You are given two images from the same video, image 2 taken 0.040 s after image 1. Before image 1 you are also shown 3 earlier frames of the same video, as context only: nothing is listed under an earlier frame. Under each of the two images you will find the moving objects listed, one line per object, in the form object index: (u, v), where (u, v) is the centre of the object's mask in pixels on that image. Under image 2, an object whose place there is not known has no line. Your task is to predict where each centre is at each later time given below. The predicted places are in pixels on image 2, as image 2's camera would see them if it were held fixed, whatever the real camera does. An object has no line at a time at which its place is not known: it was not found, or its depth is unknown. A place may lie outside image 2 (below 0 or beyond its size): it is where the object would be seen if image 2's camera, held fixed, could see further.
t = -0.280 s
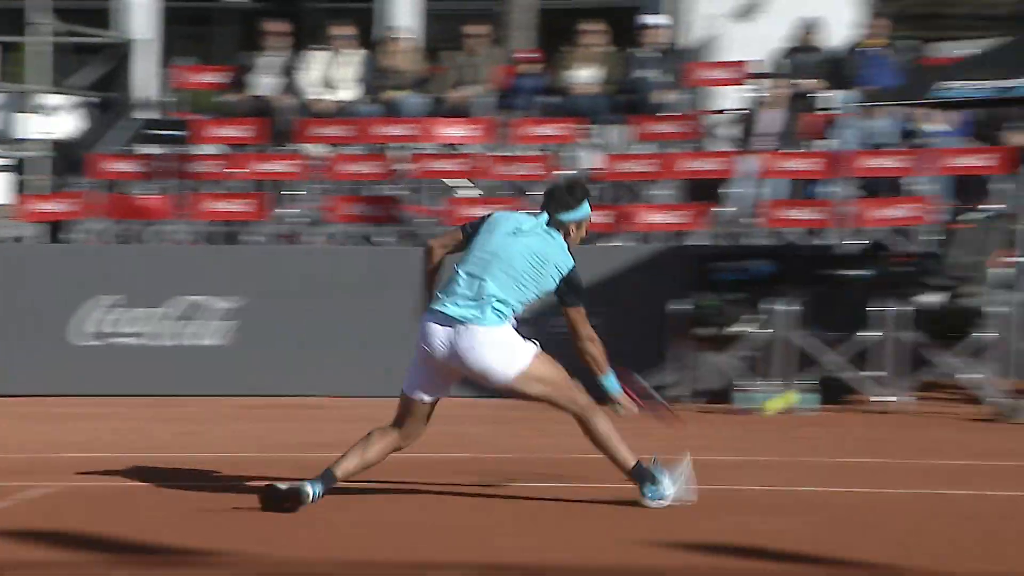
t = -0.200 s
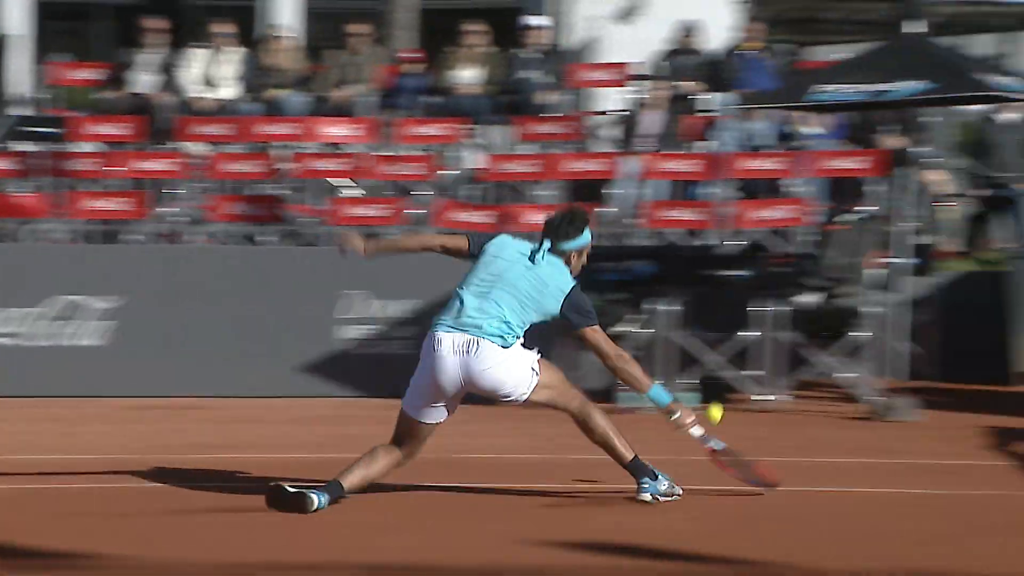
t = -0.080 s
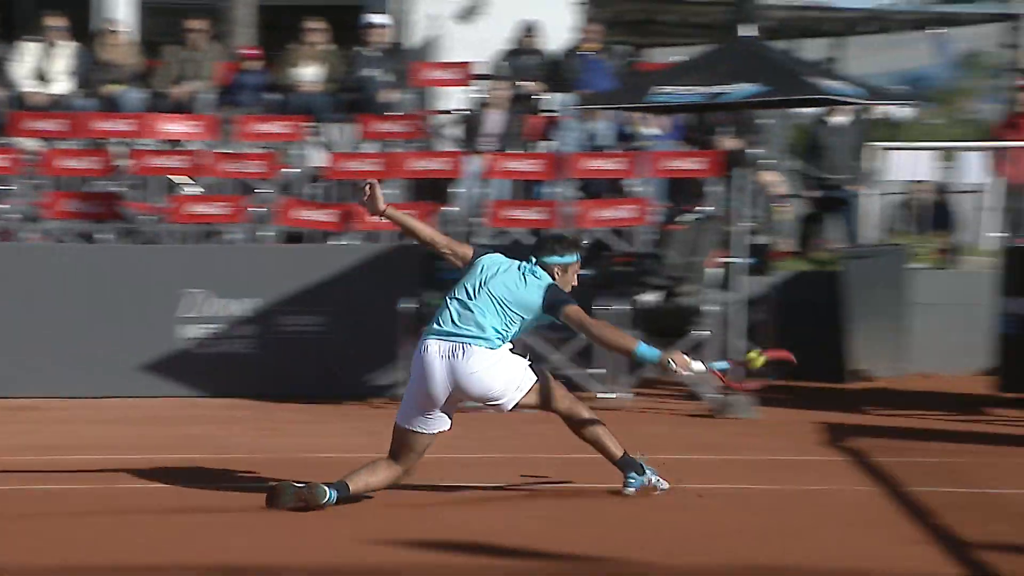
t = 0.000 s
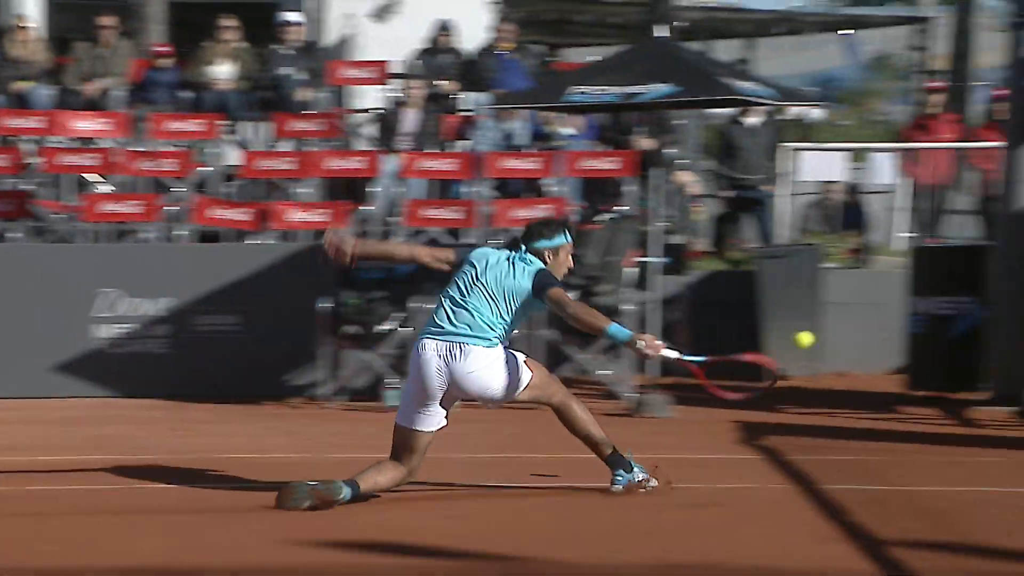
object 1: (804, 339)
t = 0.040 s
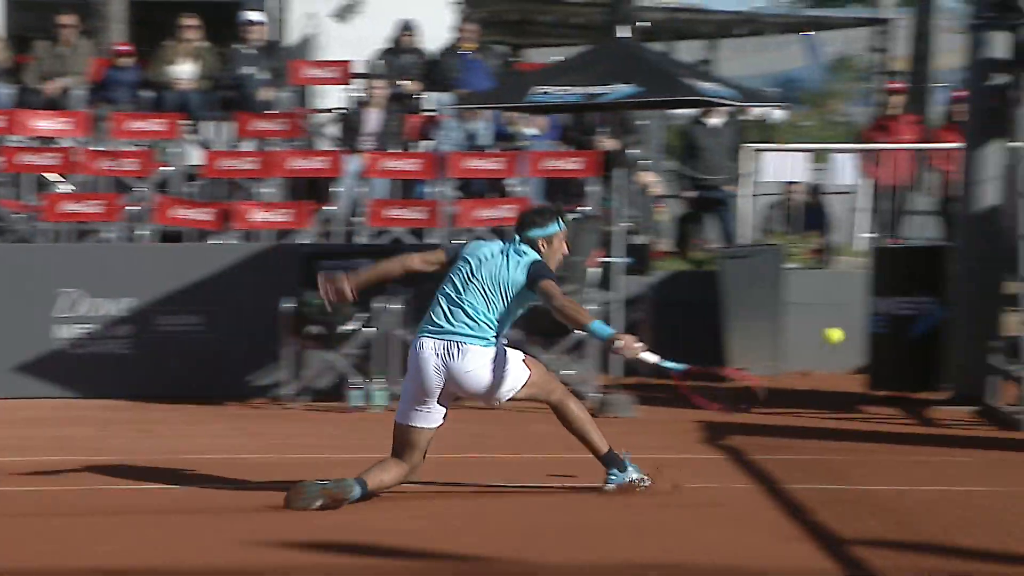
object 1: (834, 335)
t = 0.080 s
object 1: (900, 336)
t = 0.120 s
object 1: (970, 339)
